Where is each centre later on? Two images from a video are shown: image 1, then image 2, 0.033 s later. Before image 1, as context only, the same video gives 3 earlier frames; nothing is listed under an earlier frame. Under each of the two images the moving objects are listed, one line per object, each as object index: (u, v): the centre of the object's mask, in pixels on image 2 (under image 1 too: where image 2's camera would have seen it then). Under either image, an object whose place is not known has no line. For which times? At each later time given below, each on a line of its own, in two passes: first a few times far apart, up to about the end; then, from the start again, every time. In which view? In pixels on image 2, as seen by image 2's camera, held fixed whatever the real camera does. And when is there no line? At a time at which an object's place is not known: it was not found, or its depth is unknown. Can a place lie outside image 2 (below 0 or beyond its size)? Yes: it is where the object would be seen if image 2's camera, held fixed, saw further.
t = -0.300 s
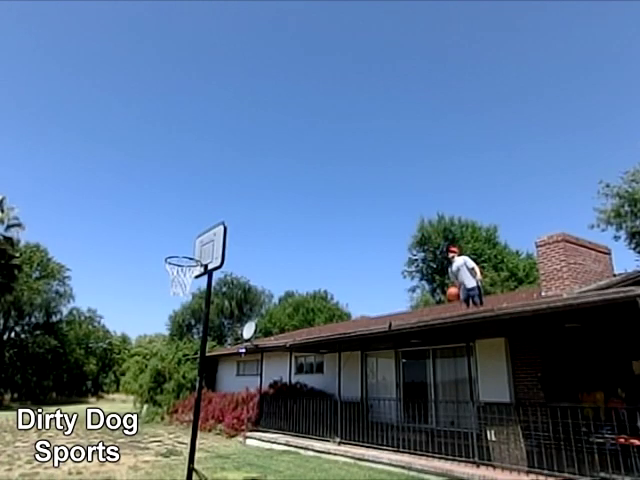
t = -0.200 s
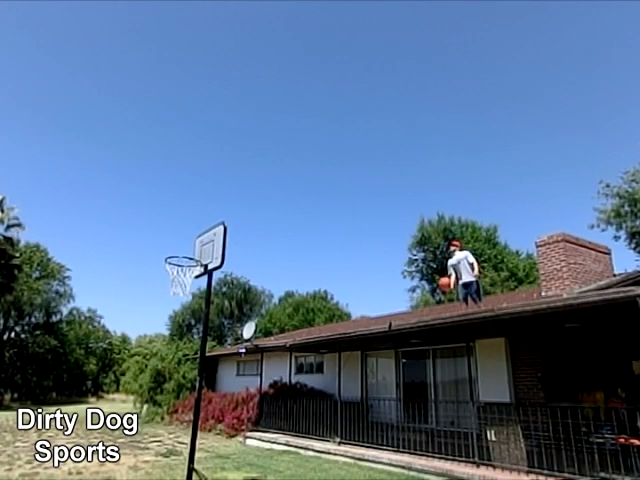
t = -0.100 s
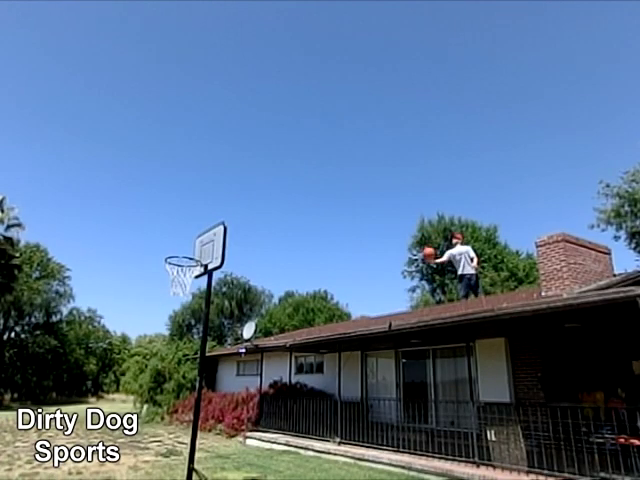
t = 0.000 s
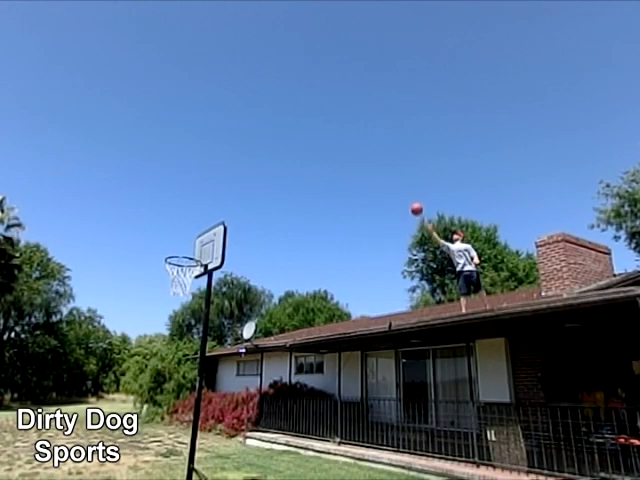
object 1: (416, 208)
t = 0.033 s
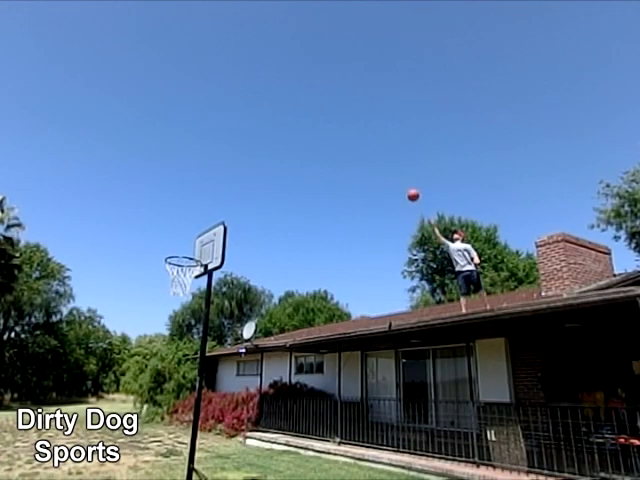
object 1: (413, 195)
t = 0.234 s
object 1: (391, 124)
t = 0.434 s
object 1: (371, 72)
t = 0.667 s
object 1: (348, 34)
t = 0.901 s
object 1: (323, 17)
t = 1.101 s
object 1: (302, 21)
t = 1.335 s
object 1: (272, 52)
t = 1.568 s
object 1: (238, 115)
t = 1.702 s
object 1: (214, 173)
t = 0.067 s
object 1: (409, 181)
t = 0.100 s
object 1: (406, 169)
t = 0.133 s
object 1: (402, 157)
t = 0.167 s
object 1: (398, 145)
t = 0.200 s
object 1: (395, 134)
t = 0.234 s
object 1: (391, 124)
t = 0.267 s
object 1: (388, 114)
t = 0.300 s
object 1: (384, 104)
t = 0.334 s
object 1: (381, 95)
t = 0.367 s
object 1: (378, 87)
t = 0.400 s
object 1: (374, 80)
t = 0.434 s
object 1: (371, 72)
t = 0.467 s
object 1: (368, 66)
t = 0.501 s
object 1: (364, 59)
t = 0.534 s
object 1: (361, 53)
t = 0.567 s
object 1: (358, 48)
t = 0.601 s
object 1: (354, 43)
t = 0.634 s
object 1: (351, 38)
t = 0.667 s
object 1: (348, 34)
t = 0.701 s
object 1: (344, 30)
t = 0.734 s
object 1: (341, 26)
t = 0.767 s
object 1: (337, 24)
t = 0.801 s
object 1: (334, 21)
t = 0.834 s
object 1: (330, 19)
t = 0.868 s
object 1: (327, 18)
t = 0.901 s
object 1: (323, 17)
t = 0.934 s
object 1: (320, 17)
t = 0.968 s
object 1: (317, 16)
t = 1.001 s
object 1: (313, 17)
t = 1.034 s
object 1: (309, 18)
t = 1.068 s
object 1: (305, 19)
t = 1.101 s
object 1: (302, 21)
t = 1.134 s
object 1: (297, 24)
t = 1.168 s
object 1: (293, 27)
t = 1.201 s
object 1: (290, 30)
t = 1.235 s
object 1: (285, 35)
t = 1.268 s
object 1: (281, 40)
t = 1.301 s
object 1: (277, 45)
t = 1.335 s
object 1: (272, 52)
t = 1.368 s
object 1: (268, 59)
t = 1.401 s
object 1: (263, 66)
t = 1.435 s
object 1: (258, 74)
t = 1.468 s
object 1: (254, 83)
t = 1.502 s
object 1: (248, 93)
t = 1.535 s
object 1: (243, 104)
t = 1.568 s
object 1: (238, 115)
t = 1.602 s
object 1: (232, 128)
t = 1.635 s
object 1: (226, 142)
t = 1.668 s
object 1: (220, 157)
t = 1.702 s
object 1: (214, 173)
